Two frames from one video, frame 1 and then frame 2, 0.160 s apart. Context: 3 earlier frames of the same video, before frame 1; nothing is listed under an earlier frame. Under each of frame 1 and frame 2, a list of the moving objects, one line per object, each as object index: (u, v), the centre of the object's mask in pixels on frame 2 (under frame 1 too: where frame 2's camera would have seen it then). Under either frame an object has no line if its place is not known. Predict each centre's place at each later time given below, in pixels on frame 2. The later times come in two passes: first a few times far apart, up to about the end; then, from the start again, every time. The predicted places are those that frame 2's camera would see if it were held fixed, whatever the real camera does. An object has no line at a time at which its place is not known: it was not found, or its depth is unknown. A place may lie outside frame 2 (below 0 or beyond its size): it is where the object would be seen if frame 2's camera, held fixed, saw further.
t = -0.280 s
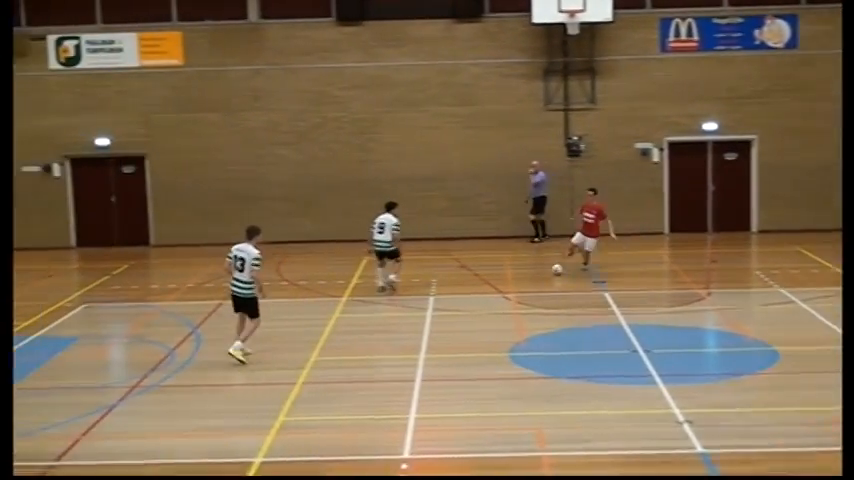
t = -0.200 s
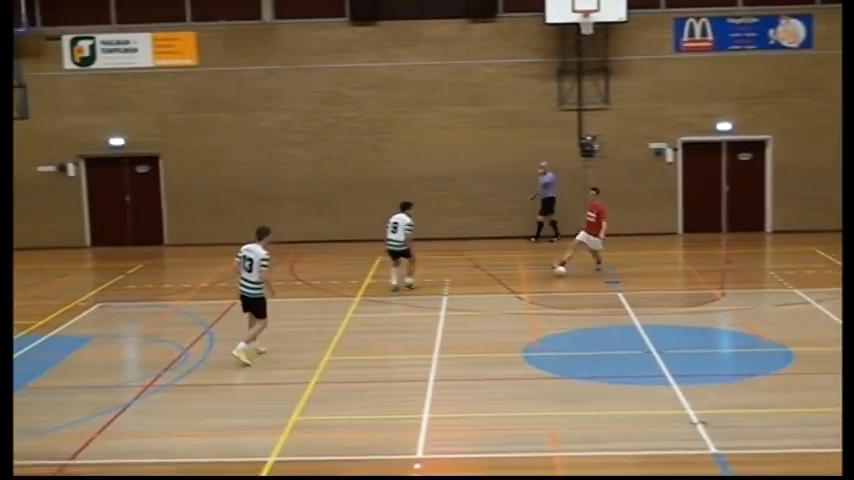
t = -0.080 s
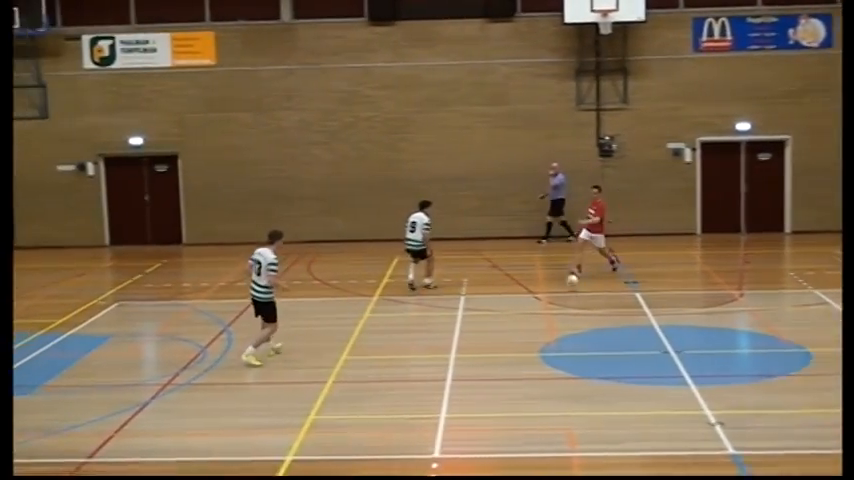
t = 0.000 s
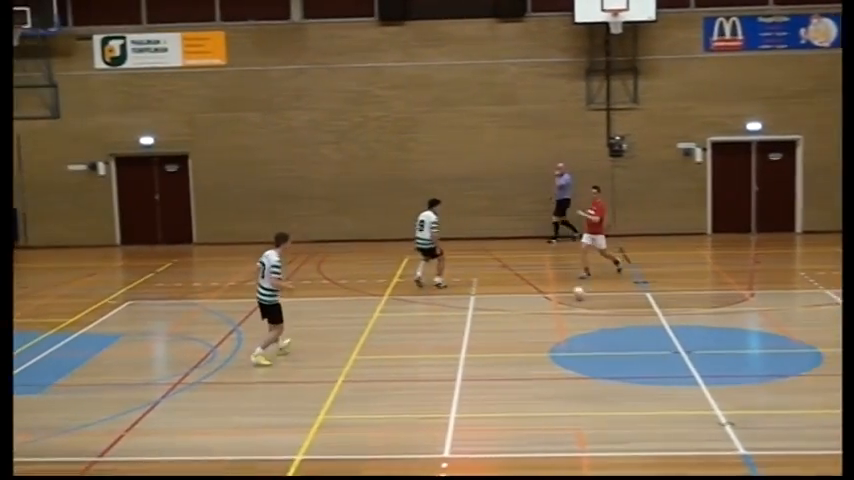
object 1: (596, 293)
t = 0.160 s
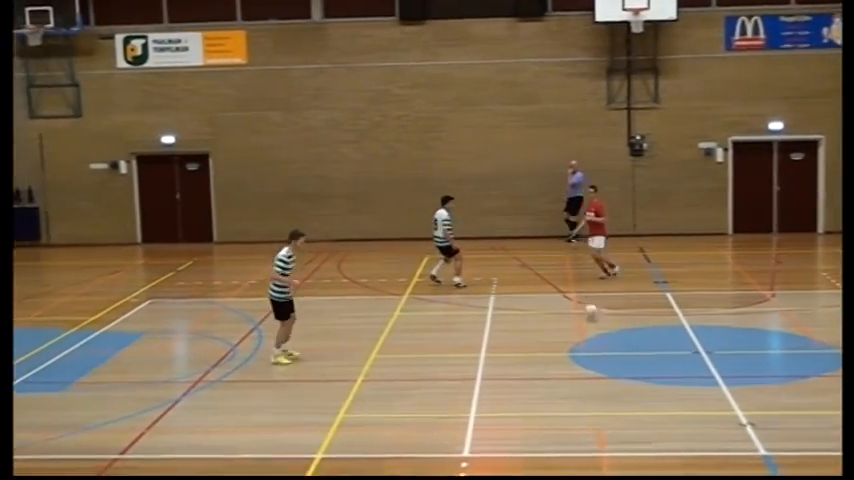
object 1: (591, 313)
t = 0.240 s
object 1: (586, 323)
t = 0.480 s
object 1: (575, 354)
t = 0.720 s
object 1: (560, 393)
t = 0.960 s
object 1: (542, 440)
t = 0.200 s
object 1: (589, 319)
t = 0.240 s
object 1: (586, 323)
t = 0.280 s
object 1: (586, 327)
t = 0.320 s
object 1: (584, 333)
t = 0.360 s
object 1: (581, 340)
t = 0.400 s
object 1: (579, 345)
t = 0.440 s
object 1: (577, 350)
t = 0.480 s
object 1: (575, 354)
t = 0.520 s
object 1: (572, 361)
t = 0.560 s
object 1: (569, 367)
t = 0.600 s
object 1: (567, 373)
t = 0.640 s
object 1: (564, 380)
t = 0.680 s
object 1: (562, 386)
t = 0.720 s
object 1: (560, 393)
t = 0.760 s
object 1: (557, 400)
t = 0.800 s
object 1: (554, 406)
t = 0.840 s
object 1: (552, 414)
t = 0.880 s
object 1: (548, 422)
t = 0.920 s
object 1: (545, 431)
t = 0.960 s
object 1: (542, 440)
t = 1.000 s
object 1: (538, 448)
